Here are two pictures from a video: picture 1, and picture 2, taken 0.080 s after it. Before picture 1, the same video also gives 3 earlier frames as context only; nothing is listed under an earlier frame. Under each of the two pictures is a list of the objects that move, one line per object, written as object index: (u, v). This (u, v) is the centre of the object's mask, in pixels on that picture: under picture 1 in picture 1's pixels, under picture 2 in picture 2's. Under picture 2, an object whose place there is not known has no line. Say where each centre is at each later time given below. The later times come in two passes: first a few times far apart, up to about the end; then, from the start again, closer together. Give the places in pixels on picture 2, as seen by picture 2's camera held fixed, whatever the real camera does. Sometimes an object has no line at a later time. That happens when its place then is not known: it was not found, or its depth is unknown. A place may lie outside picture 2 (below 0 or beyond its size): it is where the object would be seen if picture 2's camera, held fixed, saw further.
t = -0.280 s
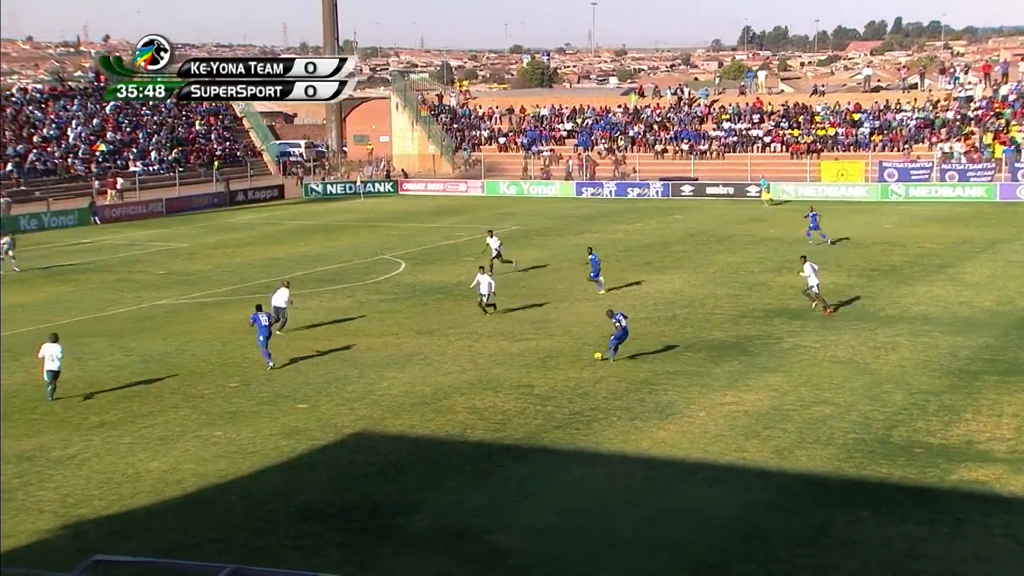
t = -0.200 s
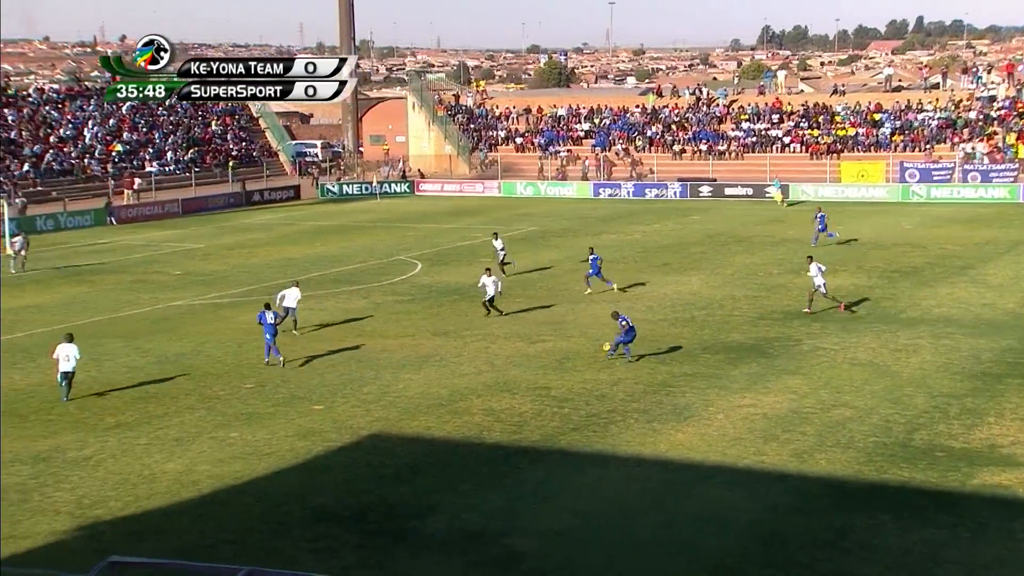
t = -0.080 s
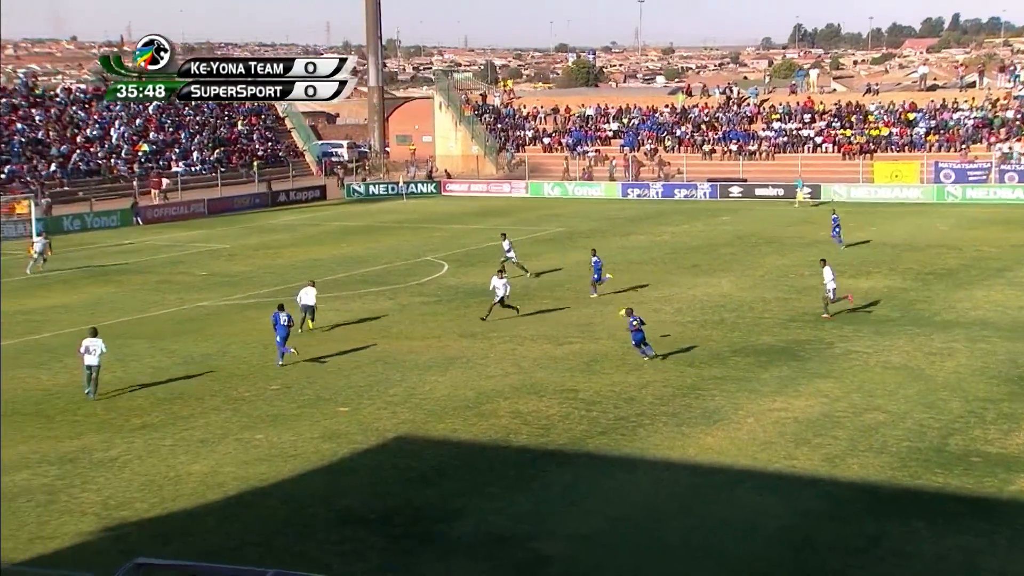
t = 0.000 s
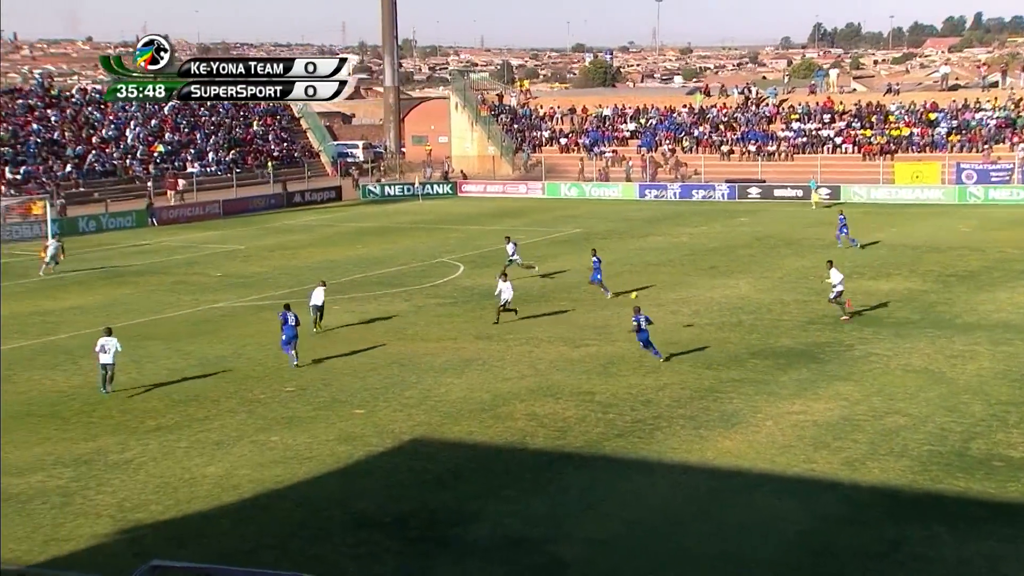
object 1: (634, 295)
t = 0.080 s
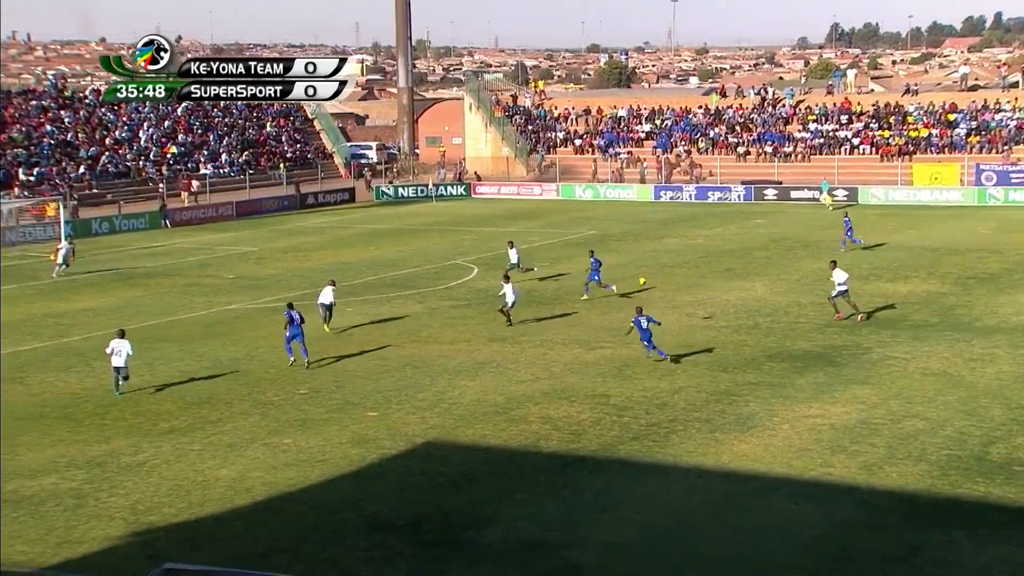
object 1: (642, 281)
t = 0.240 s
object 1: (630, 256)
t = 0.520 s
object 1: (610, 232)
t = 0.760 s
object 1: (598, 228)
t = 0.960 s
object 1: (591, 233)
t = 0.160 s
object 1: (636, 267)
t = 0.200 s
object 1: (632, 261)
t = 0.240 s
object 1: (630, 256)
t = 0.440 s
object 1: (615, 237)
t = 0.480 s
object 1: (612, 234)
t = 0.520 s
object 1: (610, 232)
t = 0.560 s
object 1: (608, 231)
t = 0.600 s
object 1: (605, 230)
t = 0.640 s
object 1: (603, 229)
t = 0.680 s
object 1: (601, 228)
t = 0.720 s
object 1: (599, 228)
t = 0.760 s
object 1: (598, 228)
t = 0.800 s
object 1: (597, 229)
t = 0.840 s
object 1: (595, 229)
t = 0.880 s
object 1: (594, 230)
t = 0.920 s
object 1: (593, 231)
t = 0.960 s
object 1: (591, 233)
